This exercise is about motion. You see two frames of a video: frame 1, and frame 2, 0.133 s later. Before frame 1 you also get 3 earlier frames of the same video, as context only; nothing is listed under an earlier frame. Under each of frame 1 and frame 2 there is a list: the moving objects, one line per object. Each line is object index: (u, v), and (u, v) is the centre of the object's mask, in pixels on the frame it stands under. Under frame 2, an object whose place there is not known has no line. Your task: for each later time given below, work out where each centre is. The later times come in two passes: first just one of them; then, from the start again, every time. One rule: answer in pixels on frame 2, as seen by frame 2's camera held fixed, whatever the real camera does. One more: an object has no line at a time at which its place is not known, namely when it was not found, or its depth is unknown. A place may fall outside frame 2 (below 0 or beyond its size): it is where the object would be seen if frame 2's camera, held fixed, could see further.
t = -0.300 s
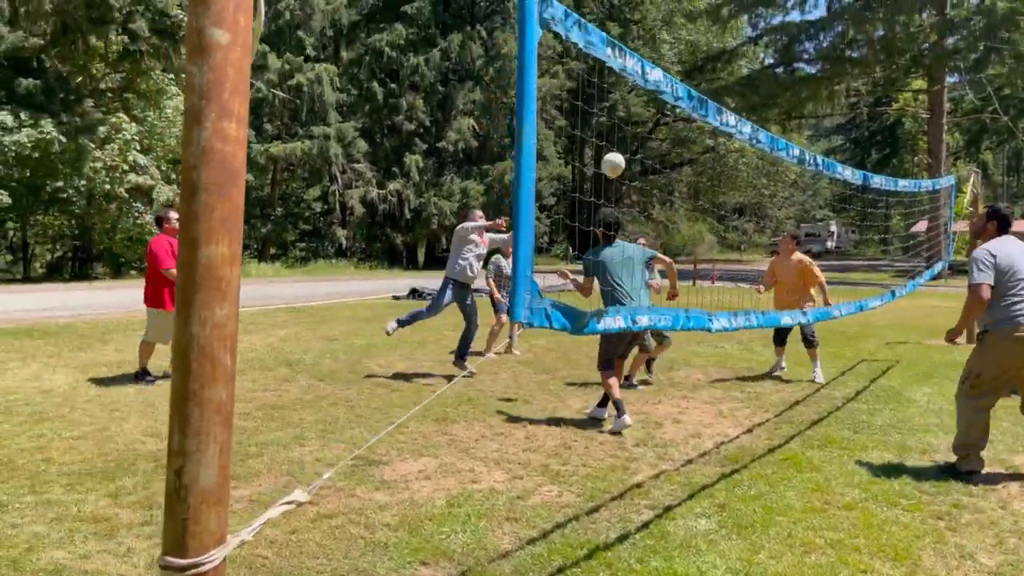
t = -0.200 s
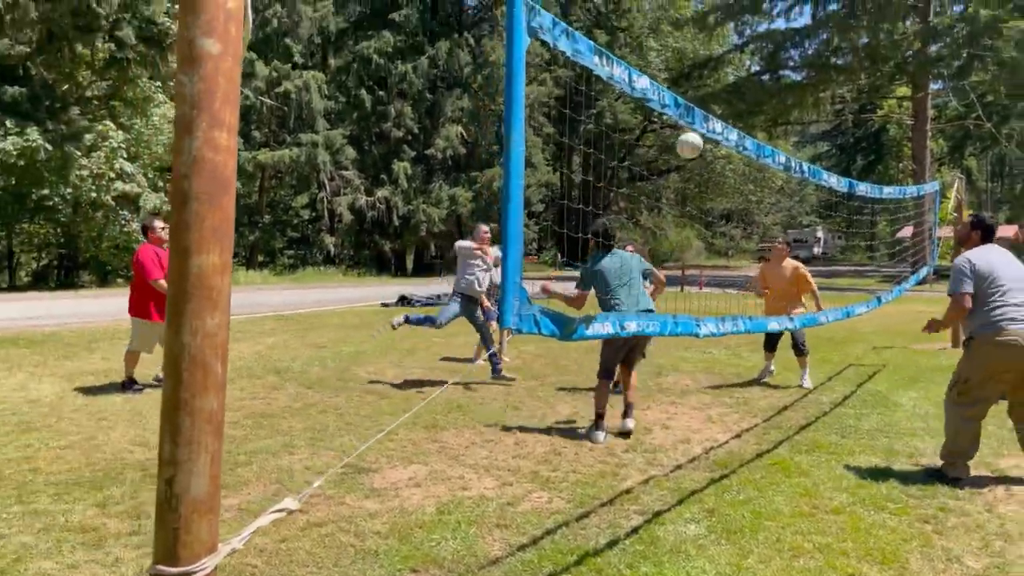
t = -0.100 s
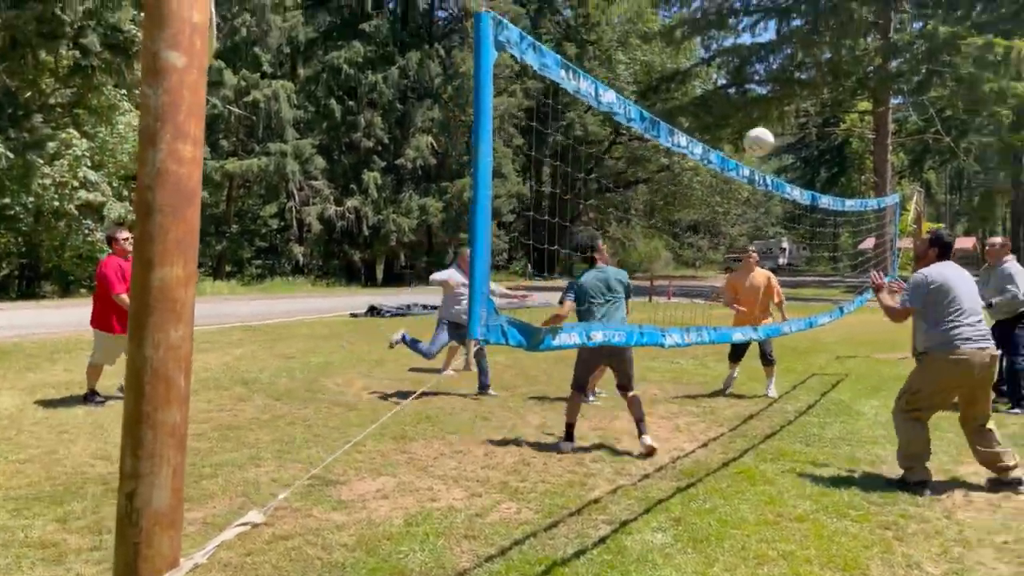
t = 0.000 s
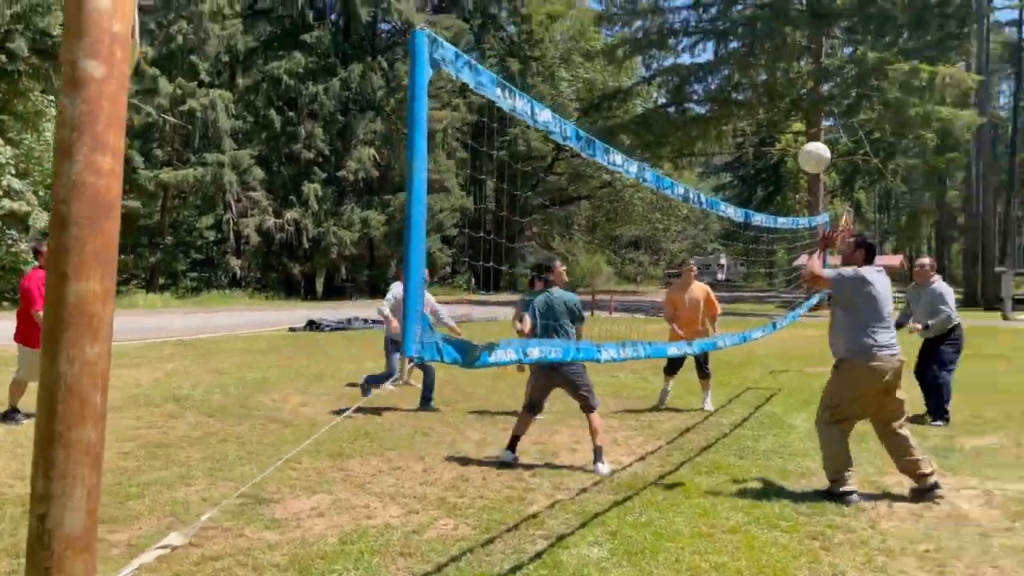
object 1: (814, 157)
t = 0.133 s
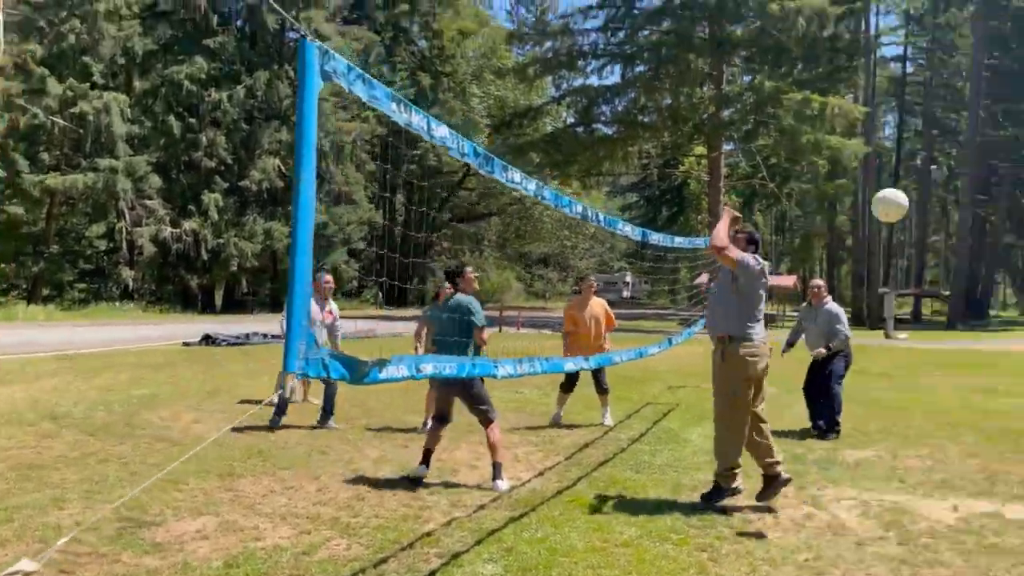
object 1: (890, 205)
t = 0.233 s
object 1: (1053, 246)
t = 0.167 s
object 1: (940, 216)
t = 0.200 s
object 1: (995, 229)
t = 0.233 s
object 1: (1053, 246)
